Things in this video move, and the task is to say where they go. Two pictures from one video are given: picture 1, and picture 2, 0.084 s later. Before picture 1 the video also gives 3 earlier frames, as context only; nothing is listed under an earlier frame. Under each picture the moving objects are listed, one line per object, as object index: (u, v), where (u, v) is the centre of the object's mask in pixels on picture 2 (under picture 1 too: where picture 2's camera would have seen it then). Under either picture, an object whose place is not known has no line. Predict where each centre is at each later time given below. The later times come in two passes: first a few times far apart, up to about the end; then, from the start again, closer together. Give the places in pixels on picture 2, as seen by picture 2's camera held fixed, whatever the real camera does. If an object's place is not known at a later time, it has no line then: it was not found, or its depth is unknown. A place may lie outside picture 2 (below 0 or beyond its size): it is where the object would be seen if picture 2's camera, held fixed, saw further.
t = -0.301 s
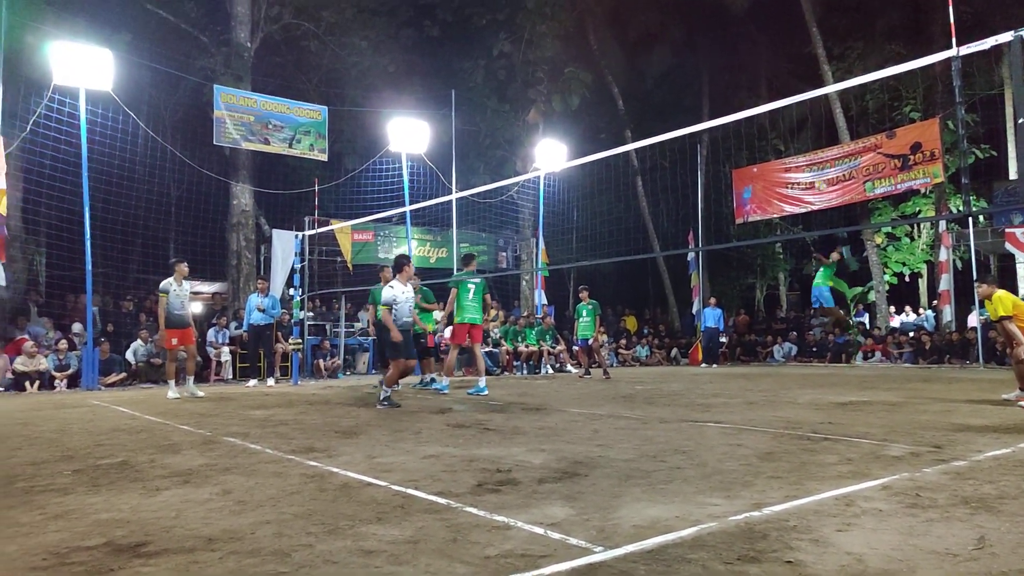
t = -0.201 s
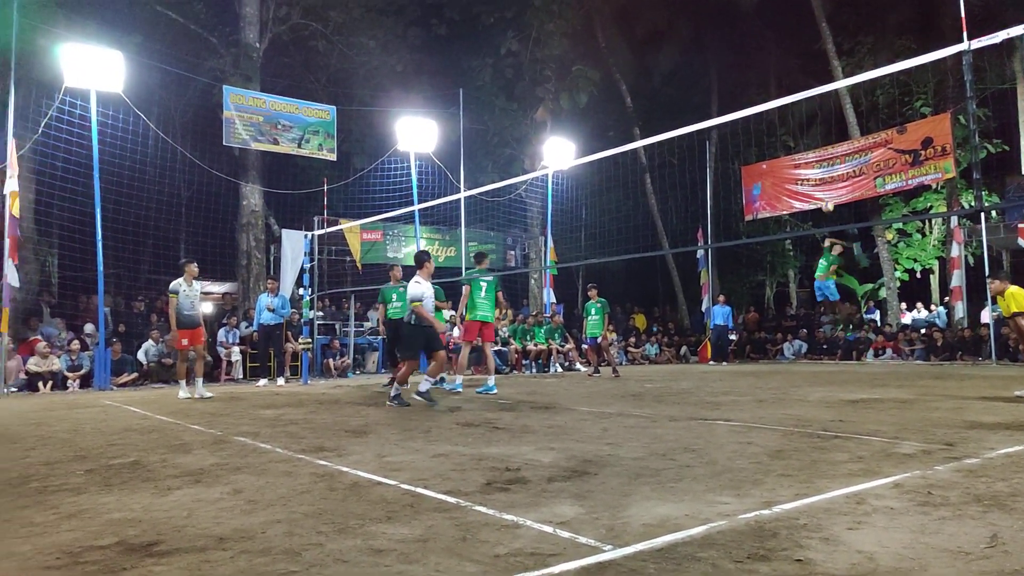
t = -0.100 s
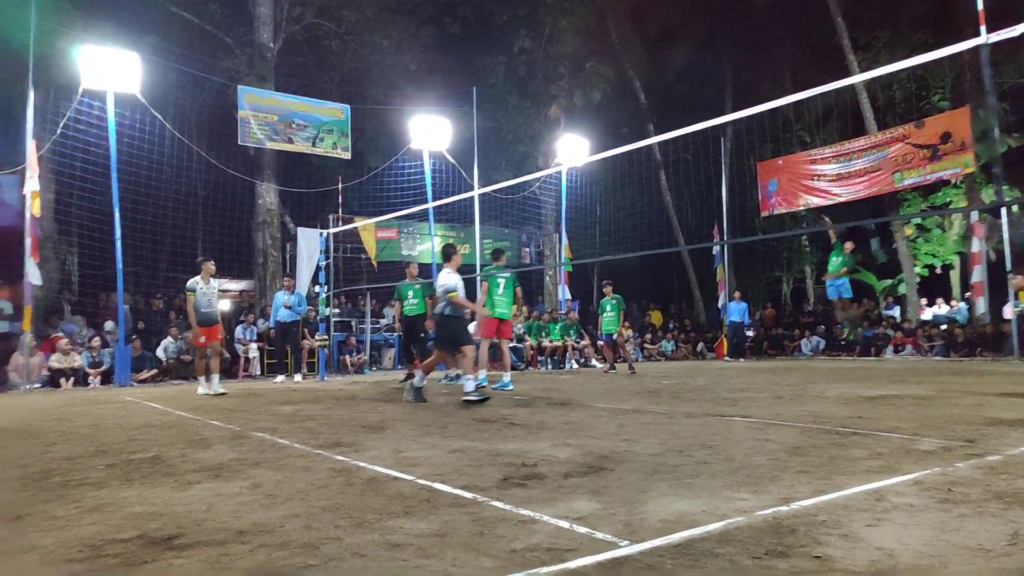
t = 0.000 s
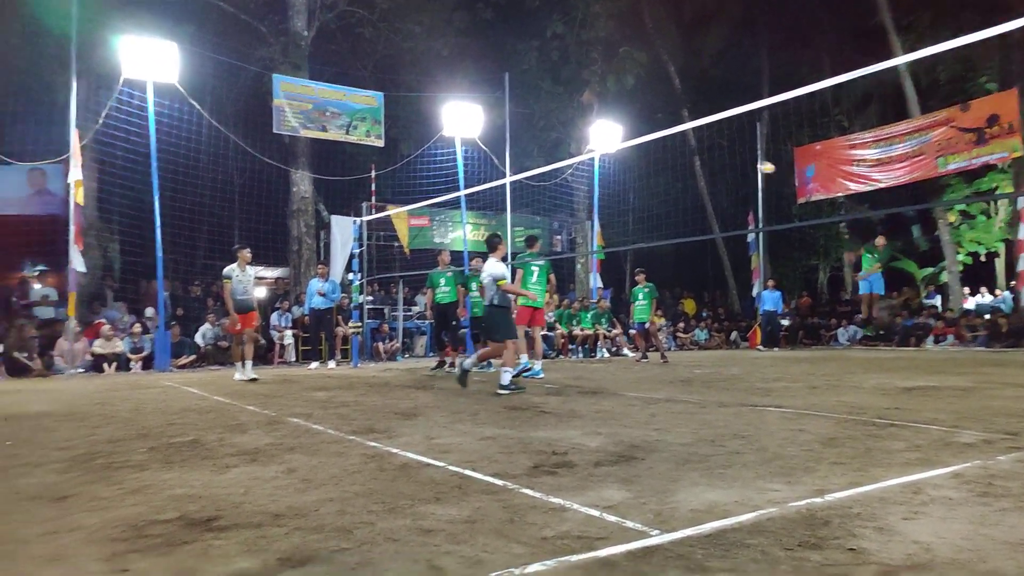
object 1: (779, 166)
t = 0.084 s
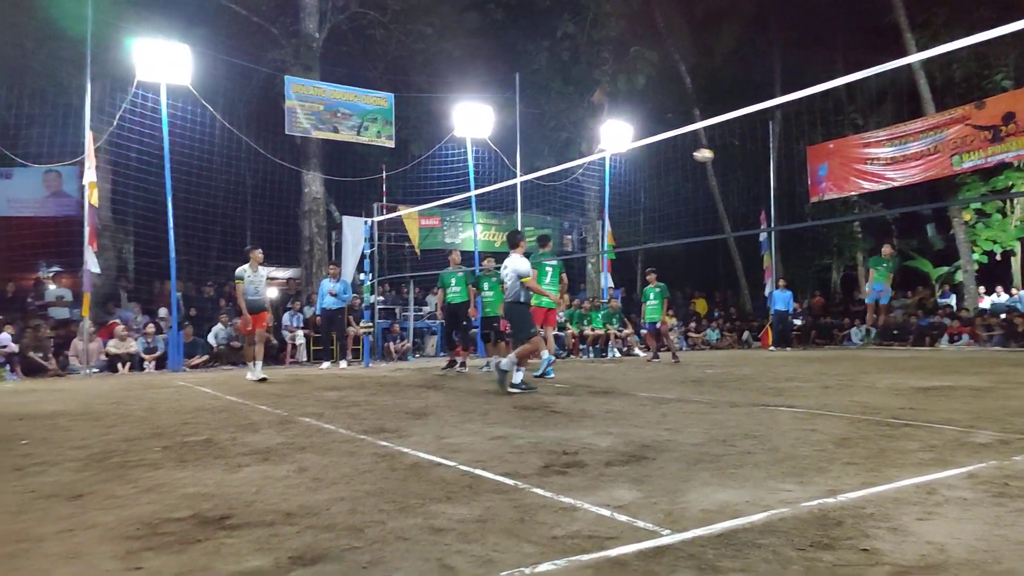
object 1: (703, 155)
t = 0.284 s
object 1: (489, 155)
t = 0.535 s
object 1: (124, 226)
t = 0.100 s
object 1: (687, 153)
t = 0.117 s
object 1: (671, 151)
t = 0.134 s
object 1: (655, 151)
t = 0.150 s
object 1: (639, 151)
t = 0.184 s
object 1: (596, 148)
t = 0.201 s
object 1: (585, 149)
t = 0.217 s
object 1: (566, 150)
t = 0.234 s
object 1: (548, 150)
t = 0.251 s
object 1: (529, 151)
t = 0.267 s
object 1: (508, 153)
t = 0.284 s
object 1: (489, 155)
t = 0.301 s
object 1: (468, 156)
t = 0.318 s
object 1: (446, 158)
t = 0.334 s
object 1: (427, 161)
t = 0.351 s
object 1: (404, 164)
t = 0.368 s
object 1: (382, 167)
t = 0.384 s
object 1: (358, 170)
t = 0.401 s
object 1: (335, 174)
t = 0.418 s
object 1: (310, 178)
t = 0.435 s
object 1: (285, 185)
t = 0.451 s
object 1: (259, 191)
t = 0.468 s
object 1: (233, 196)
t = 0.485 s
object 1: (207, 203)
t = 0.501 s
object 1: (181, 210)
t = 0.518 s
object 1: (152, 218)
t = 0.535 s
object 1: (124, 226)
